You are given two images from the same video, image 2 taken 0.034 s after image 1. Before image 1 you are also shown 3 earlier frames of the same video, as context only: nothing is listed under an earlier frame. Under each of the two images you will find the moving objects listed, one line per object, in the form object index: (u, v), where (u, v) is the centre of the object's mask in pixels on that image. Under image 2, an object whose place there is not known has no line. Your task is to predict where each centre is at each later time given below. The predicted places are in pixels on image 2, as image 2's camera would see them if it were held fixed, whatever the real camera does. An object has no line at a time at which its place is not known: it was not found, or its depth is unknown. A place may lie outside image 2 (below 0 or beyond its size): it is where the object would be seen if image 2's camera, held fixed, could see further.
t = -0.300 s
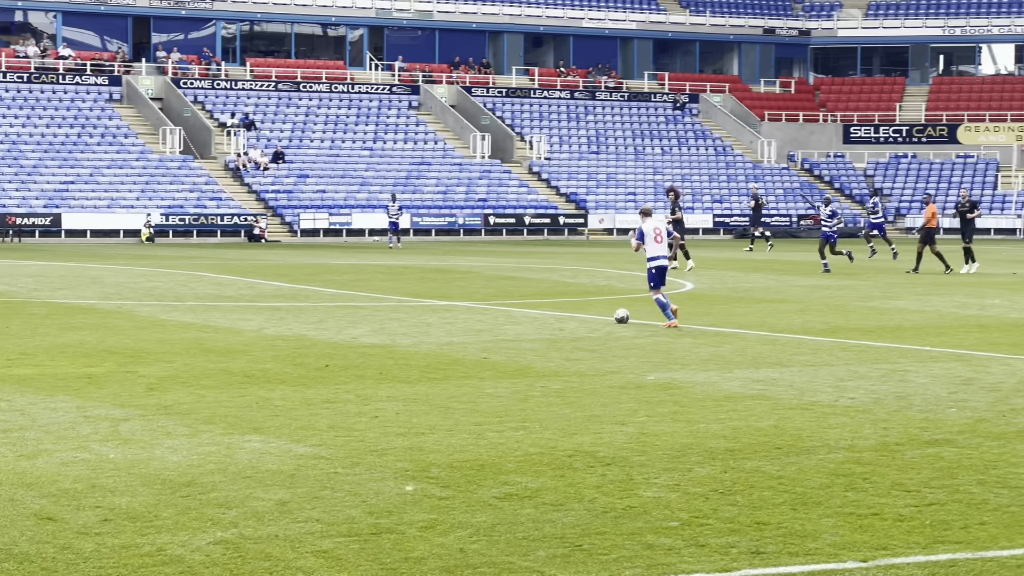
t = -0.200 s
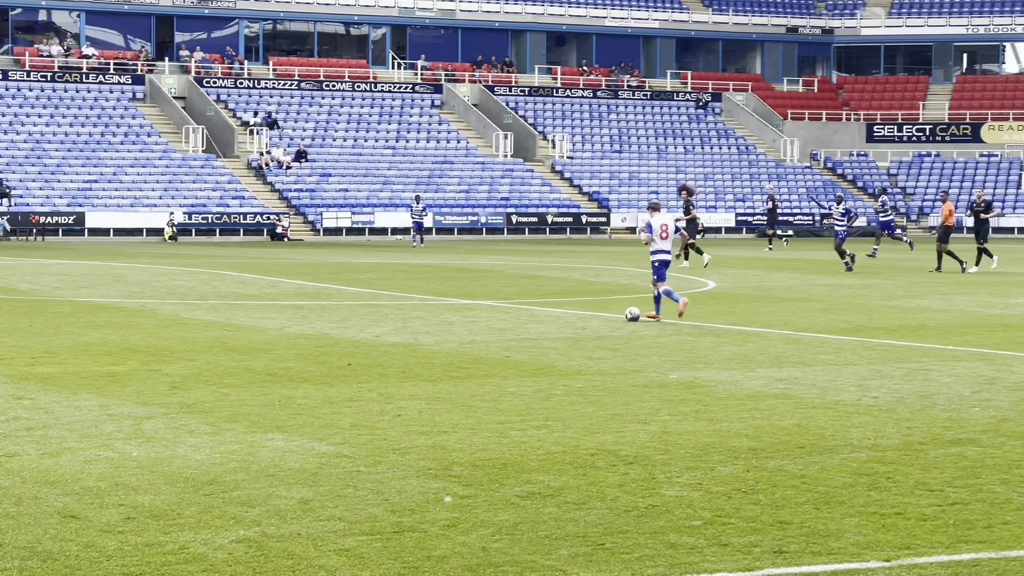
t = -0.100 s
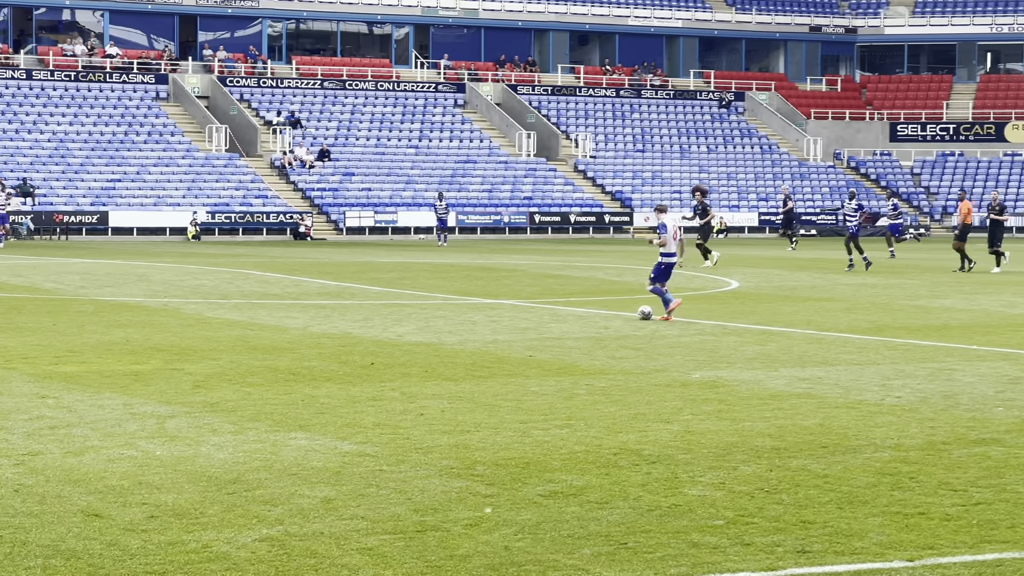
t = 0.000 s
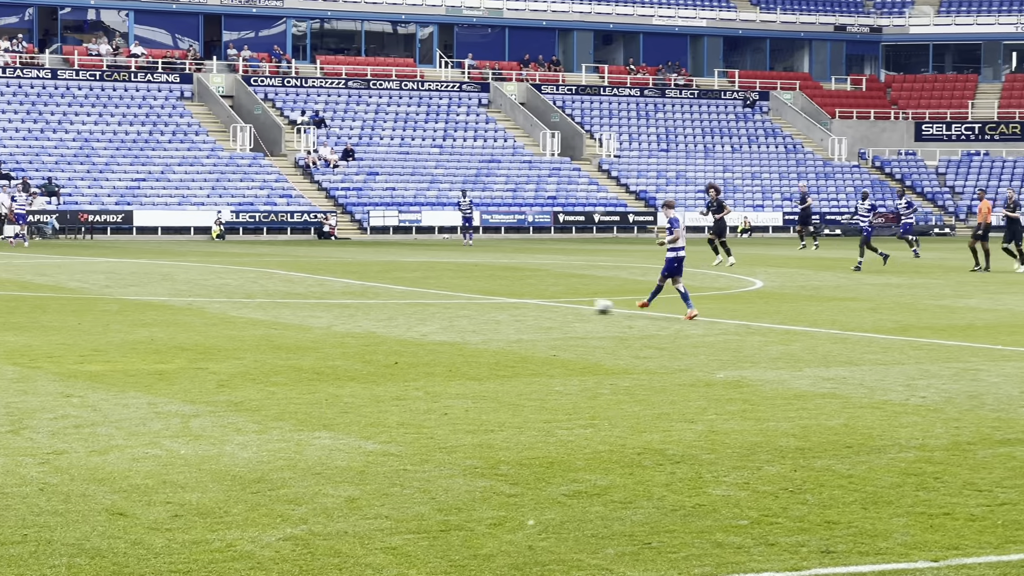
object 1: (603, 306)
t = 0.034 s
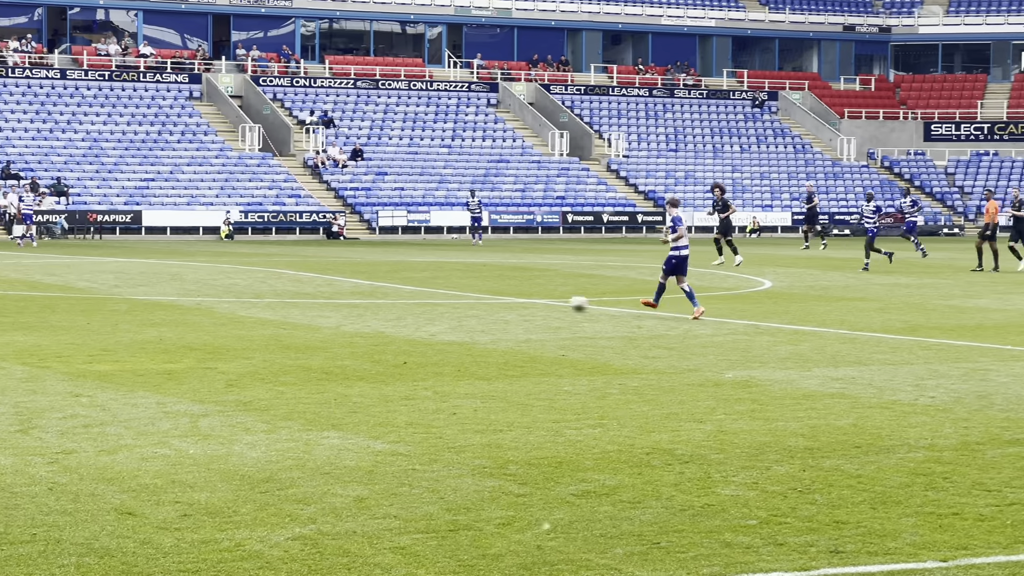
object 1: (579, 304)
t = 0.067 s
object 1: (549, 301)
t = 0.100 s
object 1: (521, 299)
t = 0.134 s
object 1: (496, 298)
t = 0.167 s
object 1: (470, 297)
